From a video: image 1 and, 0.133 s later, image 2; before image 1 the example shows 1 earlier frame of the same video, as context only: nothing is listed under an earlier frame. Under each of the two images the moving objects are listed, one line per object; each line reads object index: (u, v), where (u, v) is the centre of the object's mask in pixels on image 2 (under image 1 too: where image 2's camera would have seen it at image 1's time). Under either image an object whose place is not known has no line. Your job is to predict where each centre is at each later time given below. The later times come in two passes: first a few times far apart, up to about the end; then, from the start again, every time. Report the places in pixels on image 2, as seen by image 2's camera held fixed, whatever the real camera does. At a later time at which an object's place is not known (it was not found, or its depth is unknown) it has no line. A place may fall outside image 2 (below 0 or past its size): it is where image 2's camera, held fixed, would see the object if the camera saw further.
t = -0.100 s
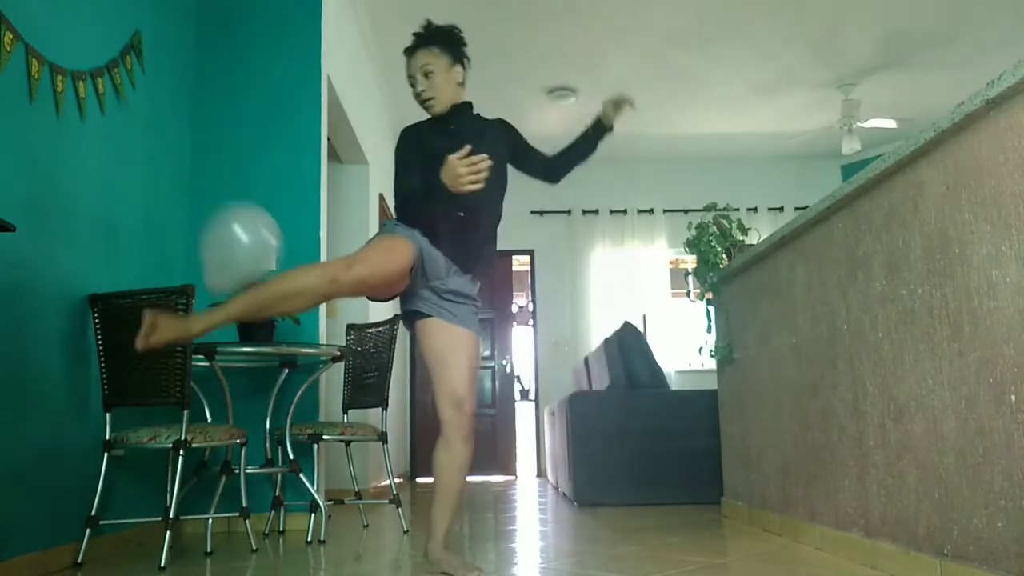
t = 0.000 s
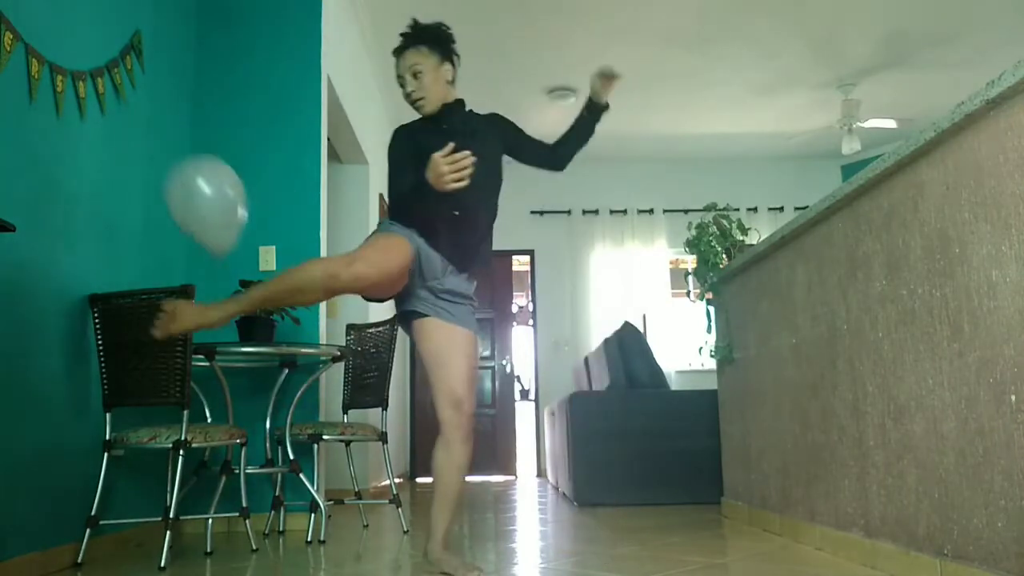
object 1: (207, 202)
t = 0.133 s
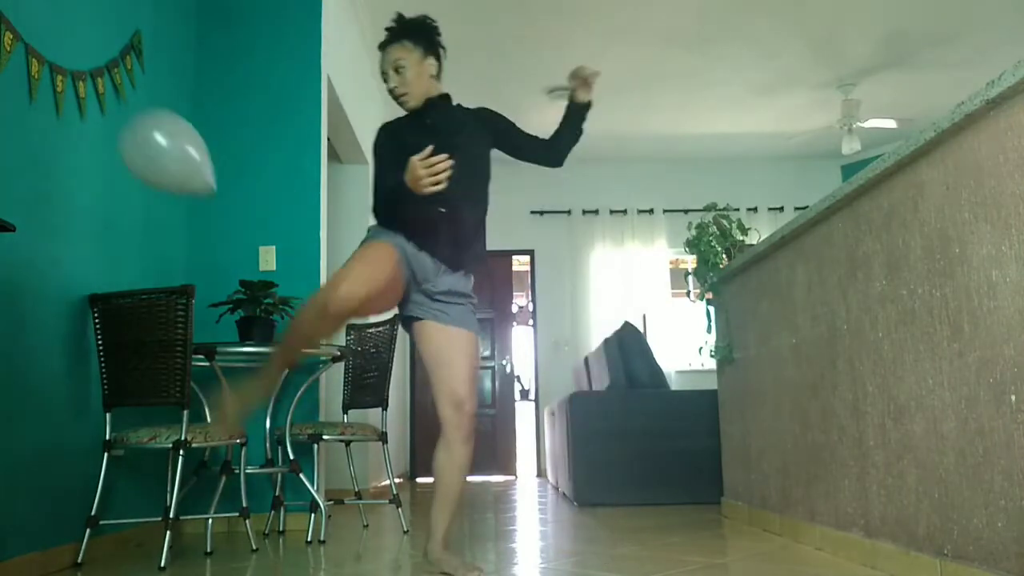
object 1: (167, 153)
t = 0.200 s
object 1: (147, 135)
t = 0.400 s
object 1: (87, 99)
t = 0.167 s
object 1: (157, 144)
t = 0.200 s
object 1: (147, 135)
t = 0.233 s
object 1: (136, 126)
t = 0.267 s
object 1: (127, 120)
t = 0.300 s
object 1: (118, 113)
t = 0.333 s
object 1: (107, 108)
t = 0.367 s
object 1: (98, 103)
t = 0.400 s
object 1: (87, 99)
